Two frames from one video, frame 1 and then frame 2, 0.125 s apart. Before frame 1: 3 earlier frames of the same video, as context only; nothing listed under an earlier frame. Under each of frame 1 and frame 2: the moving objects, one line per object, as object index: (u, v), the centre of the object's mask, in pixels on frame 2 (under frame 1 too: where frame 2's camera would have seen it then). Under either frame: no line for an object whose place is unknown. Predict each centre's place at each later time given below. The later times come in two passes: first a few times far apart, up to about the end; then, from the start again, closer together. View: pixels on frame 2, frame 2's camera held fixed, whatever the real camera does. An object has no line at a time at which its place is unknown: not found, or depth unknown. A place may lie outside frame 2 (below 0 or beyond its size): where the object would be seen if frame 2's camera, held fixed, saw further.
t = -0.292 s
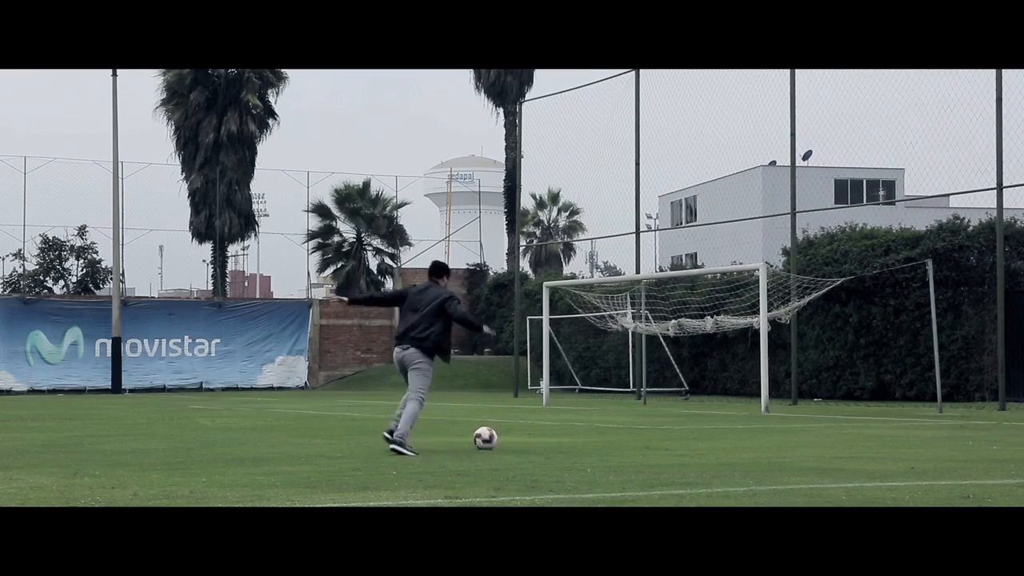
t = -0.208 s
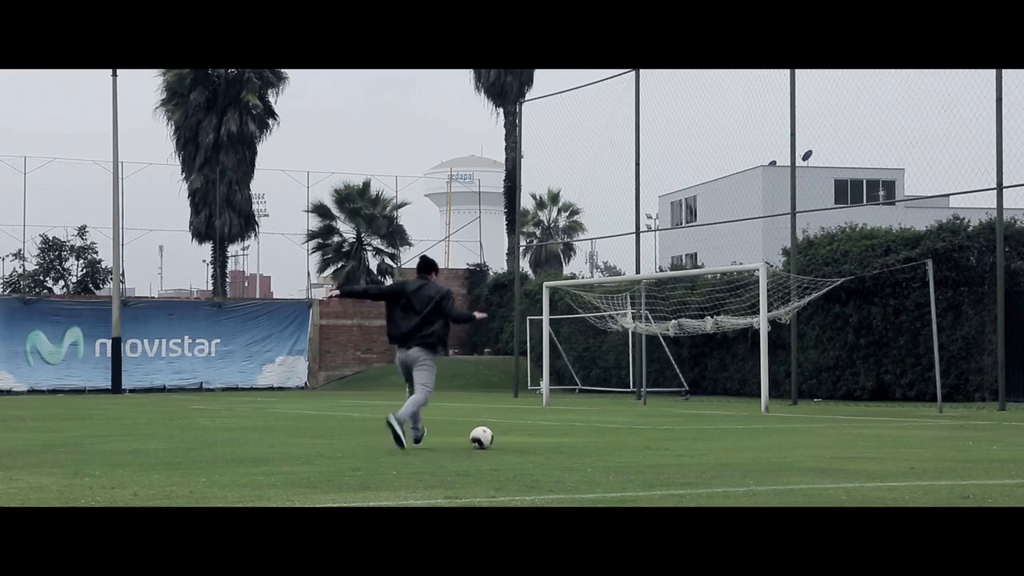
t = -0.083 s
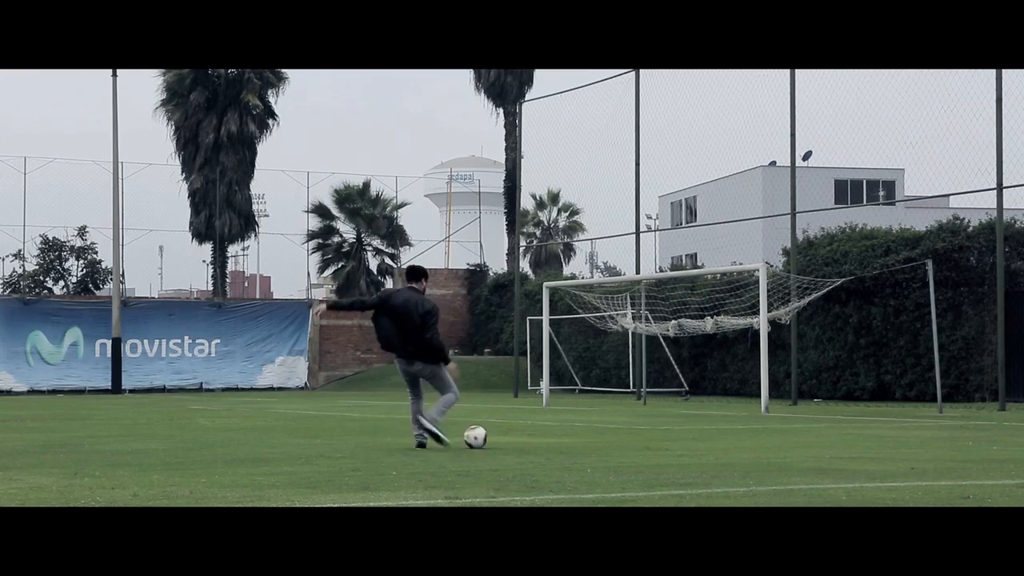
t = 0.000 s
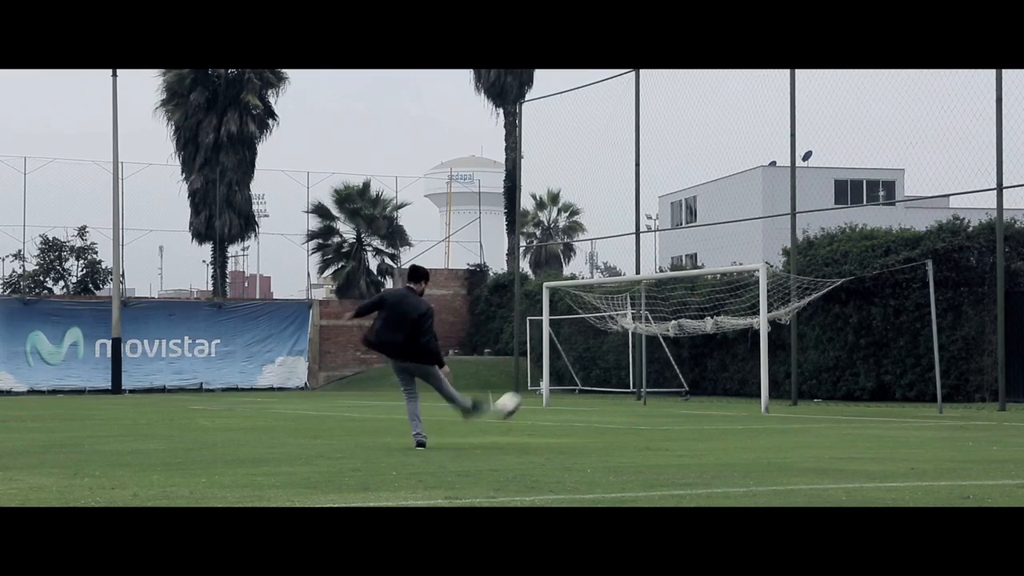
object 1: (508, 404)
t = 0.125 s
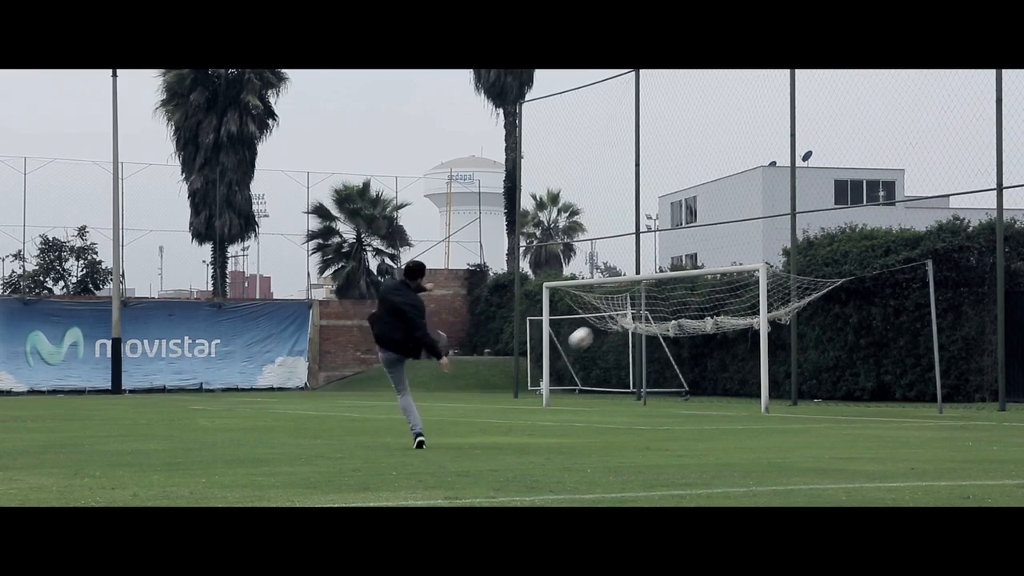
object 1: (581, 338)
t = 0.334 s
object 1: (661, 280)
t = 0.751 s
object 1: (723, 286)
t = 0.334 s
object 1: (661, 280)
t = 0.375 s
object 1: (672, 273)
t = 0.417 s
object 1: (678, 270)
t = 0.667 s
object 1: (715, 275)
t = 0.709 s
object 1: (720, 280)
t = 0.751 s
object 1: (723, 286)
